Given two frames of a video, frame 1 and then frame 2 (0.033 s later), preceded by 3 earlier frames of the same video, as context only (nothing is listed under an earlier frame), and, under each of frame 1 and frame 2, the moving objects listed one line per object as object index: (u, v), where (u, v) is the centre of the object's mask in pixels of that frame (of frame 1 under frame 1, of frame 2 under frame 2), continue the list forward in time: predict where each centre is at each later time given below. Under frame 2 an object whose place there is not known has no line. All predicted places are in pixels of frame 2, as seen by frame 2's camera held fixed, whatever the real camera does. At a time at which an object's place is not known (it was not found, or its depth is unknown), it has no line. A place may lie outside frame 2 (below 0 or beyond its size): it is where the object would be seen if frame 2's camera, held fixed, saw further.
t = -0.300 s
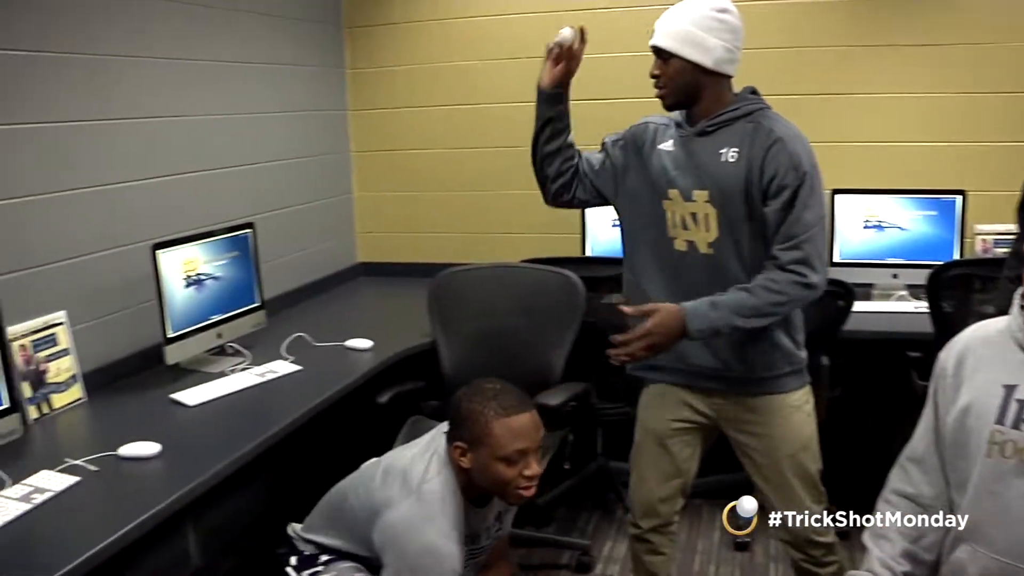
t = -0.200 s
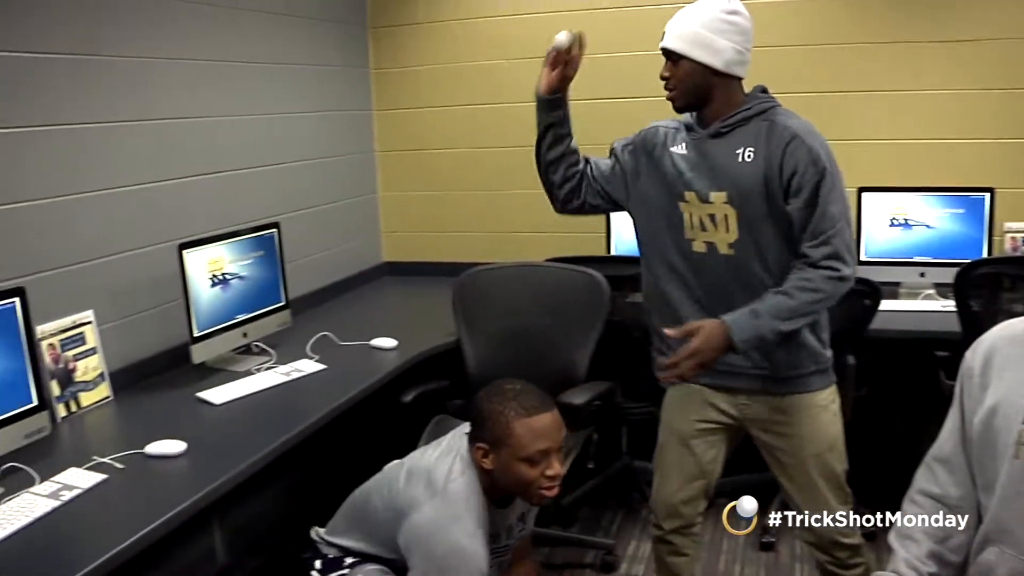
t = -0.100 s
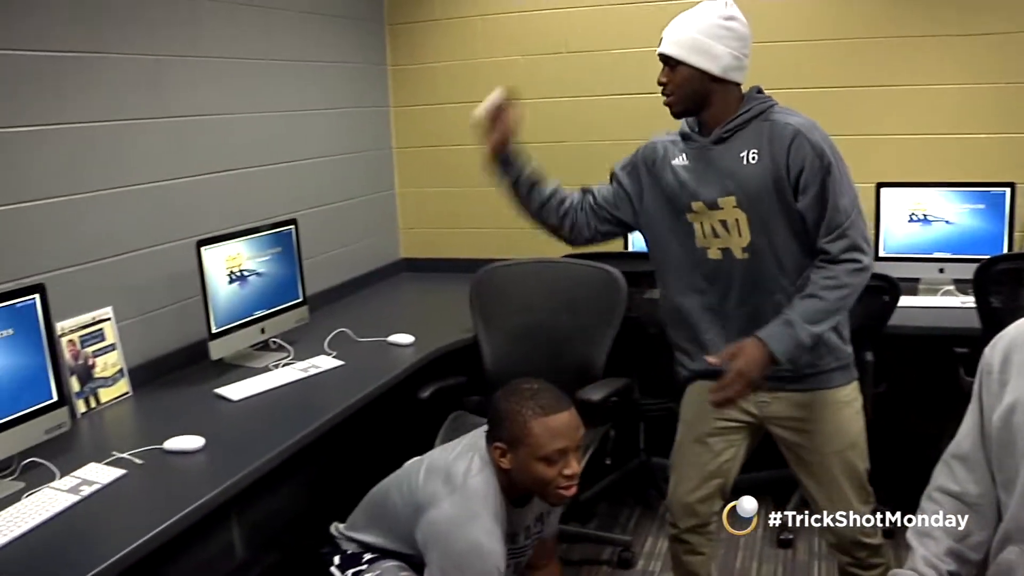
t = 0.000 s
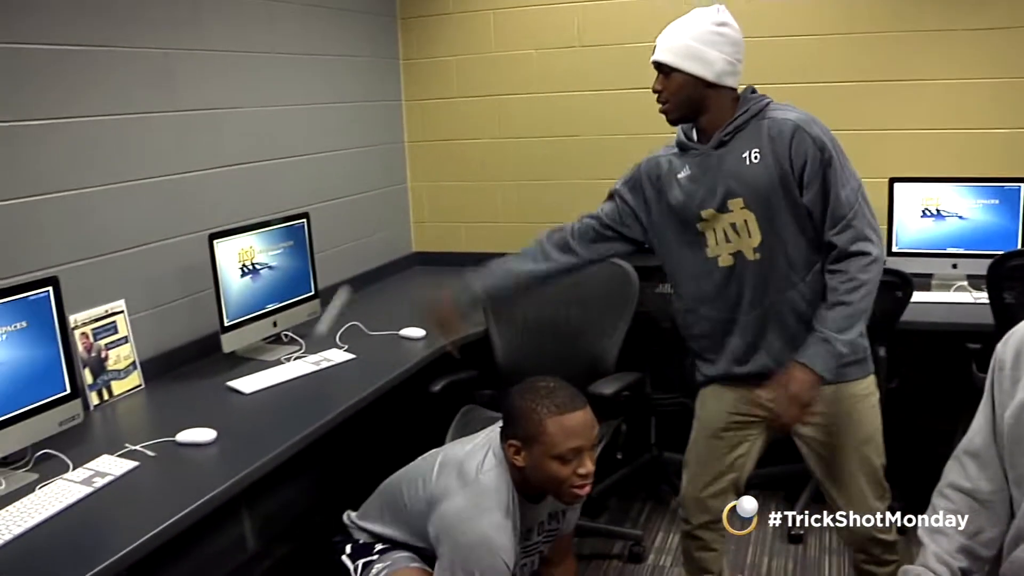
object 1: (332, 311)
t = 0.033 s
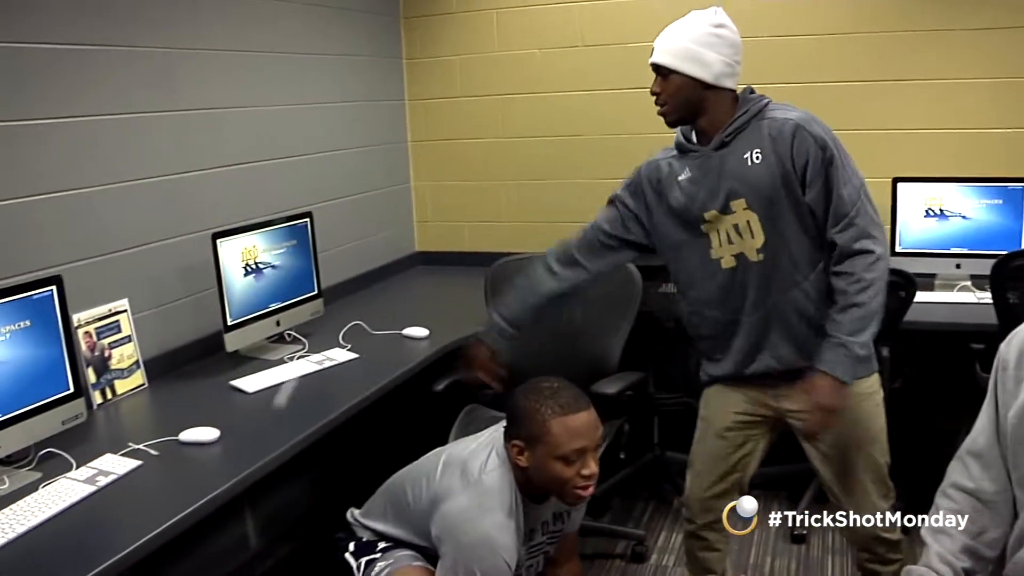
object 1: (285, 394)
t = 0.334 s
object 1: (66, 29)
